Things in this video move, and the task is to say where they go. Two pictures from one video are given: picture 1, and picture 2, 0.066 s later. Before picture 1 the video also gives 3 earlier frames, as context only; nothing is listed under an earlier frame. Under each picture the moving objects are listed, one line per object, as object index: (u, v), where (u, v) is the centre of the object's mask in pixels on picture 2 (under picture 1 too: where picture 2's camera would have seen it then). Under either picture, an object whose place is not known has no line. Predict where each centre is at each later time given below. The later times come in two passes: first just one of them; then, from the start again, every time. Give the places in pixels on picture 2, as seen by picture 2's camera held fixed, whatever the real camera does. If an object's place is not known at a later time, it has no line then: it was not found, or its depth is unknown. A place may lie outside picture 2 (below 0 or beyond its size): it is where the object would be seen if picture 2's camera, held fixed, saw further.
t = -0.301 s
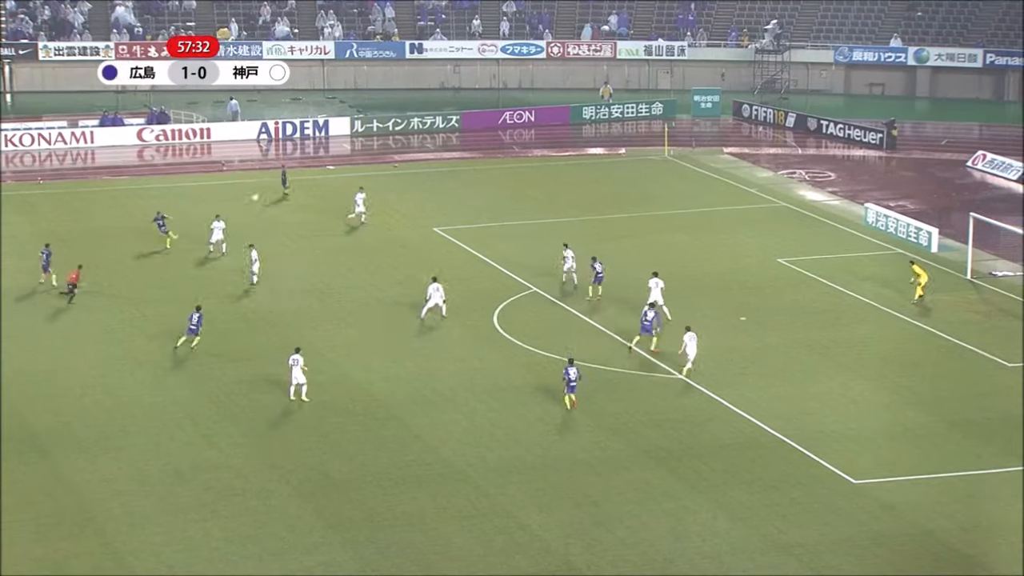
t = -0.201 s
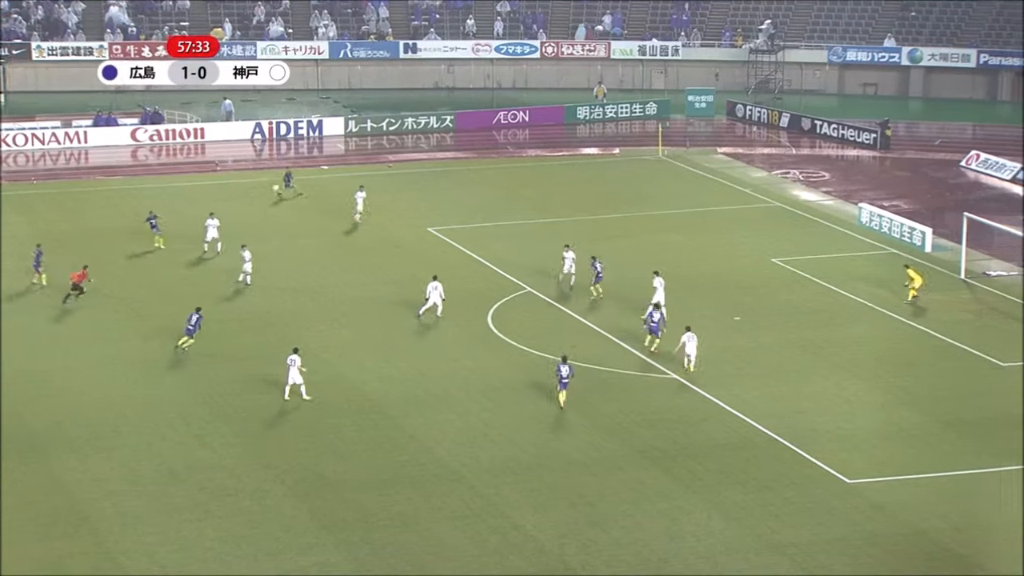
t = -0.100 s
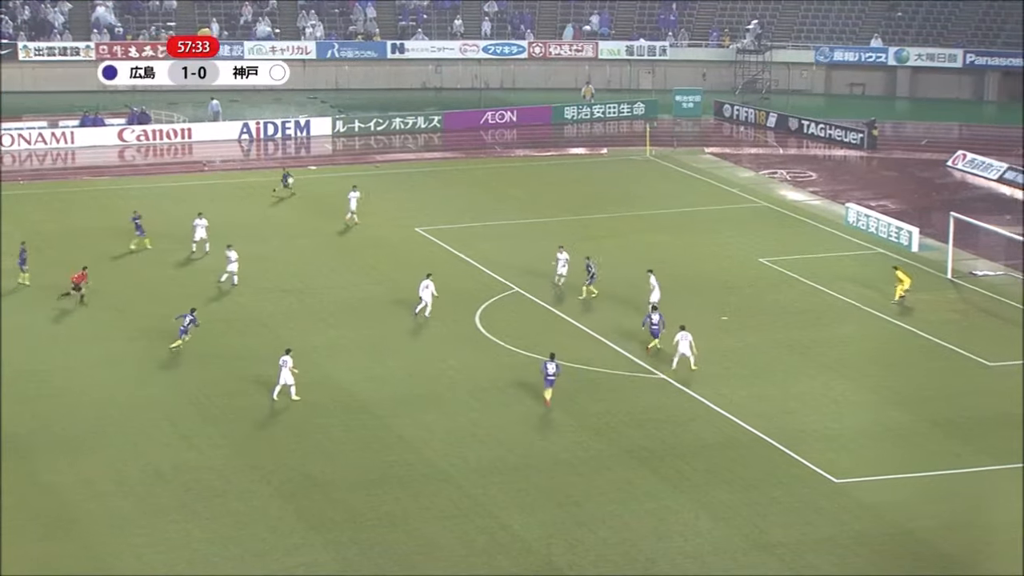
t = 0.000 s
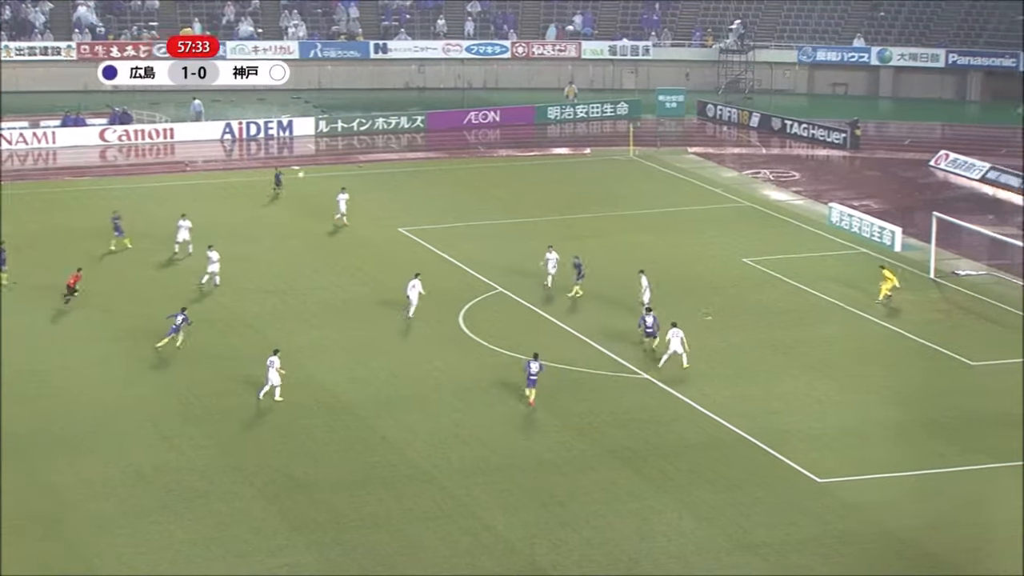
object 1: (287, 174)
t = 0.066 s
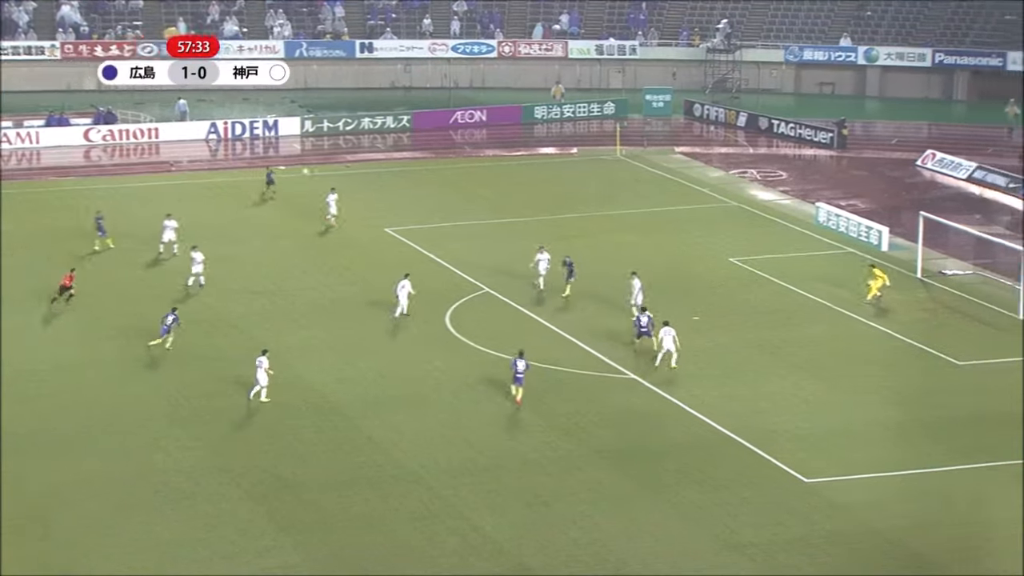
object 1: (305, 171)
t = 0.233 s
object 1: (350, 166)
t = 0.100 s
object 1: (314, 170)
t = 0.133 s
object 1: (324, 169)
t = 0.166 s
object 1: (332, 167)
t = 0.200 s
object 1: (341, 167)
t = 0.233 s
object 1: (350, 166)
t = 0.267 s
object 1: (359, 166)
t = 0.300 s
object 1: (368, 165)
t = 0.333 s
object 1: (377, 165)
